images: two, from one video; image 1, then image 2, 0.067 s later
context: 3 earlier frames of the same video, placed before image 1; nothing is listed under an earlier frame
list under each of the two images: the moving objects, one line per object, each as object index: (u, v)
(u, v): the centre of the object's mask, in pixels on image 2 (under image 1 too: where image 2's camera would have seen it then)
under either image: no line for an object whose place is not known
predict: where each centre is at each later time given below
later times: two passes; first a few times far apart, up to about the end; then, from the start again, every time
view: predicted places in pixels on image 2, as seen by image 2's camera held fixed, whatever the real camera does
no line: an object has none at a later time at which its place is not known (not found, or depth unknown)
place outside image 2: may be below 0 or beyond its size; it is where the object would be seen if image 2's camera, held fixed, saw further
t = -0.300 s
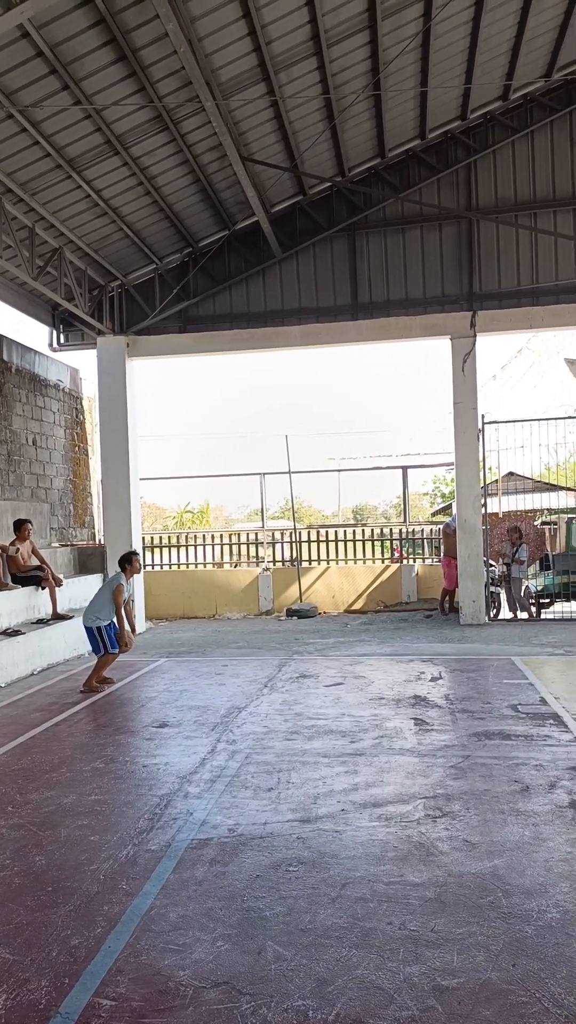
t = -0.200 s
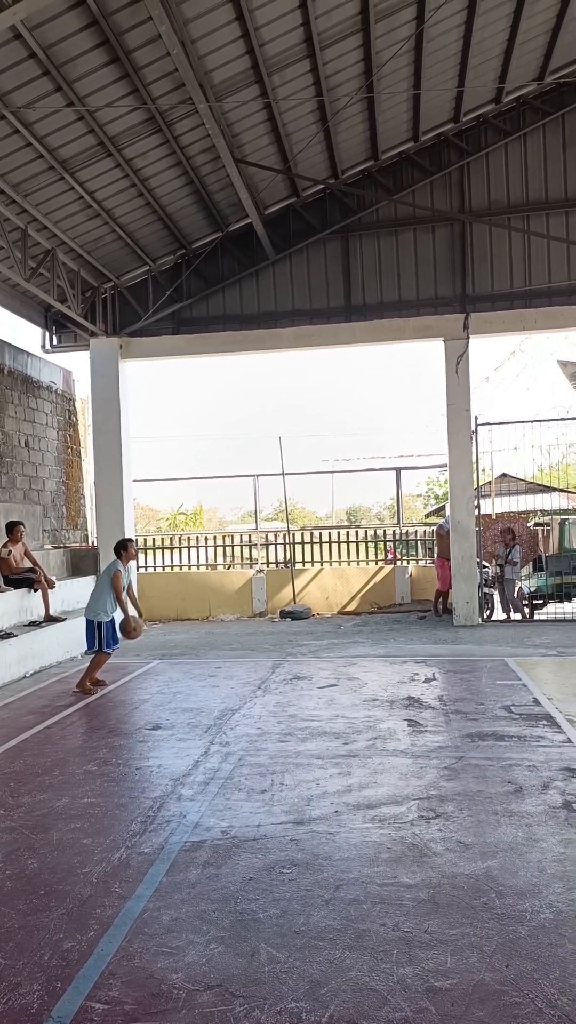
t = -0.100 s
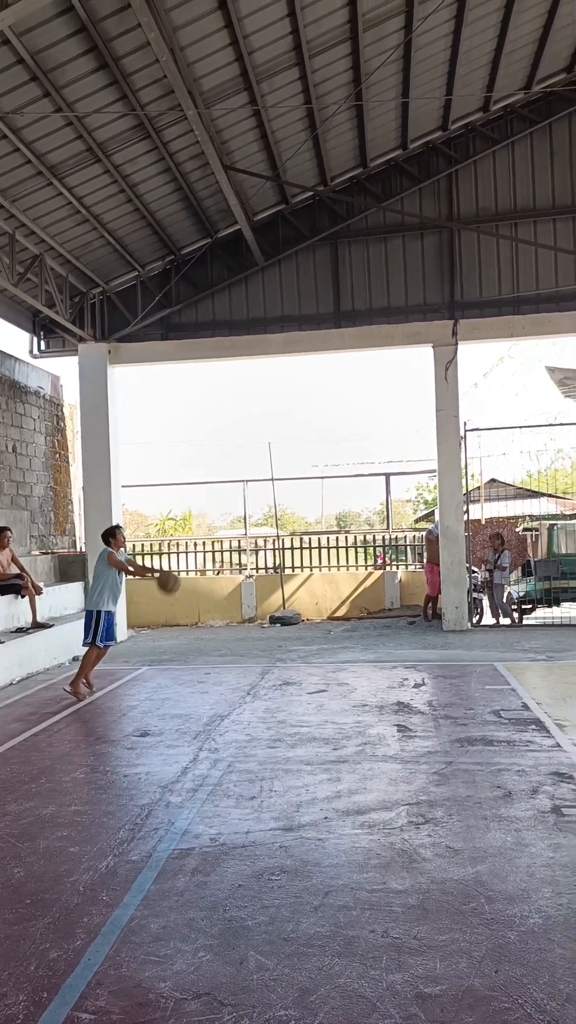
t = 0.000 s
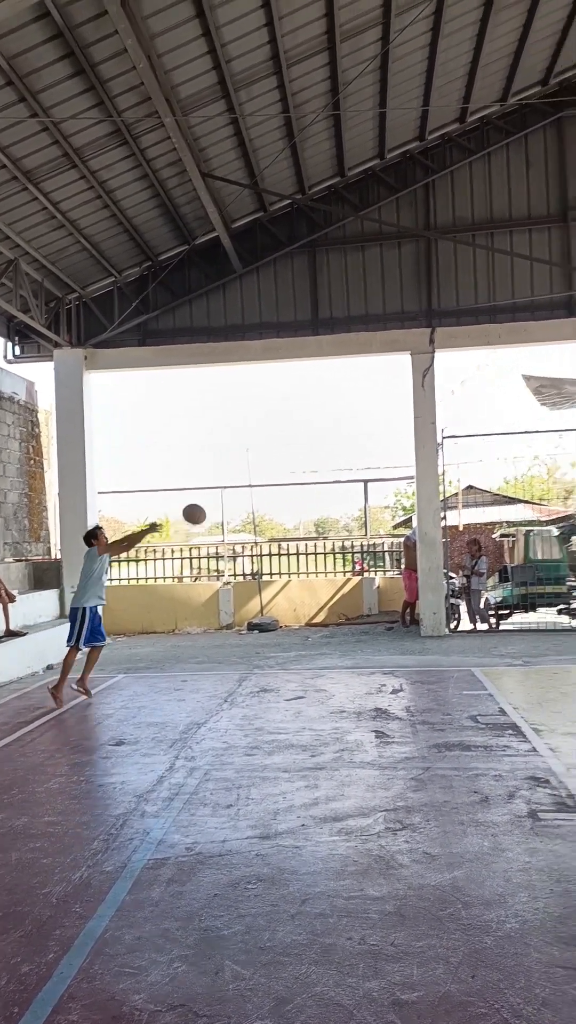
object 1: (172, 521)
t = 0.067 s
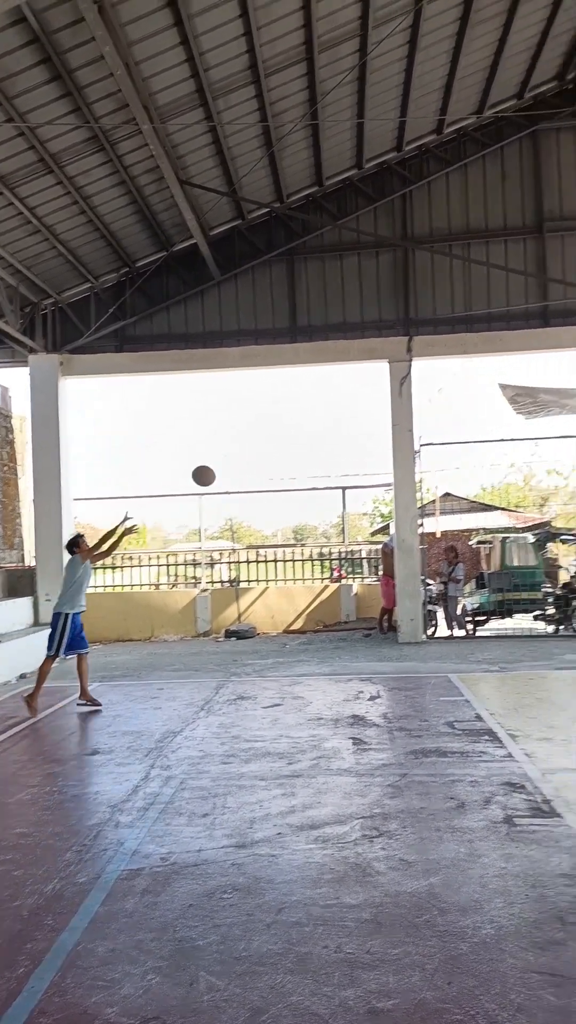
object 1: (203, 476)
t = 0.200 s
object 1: (267, 399)
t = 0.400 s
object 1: (364, 319)
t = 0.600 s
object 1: (460, 280)
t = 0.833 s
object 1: (575, 286)
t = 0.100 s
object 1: (219, 455)
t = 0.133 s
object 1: (236, 435)
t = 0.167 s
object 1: (251, 416)
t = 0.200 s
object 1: (267, 399)
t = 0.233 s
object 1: (283, 383)
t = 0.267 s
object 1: (299, 367)
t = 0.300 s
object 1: (315, 353)
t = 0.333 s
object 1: (331, 340)
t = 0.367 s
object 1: (348, 329)
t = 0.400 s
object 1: (364, 319)
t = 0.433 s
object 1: (379, 309)
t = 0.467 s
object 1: (396, 301)
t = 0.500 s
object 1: (412, 293)
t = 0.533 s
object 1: (428, 288)
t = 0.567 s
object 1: (445, 282)
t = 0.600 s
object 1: (460, 280)
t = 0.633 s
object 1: (477, 276)
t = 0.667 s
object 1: (493, 275)
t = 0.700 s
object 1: (510, 274)
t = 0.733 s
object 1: (526, 275)
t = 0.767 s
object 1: (541, 279)
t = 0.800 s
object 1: (558, 282)
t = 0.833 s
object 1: (575, 286)
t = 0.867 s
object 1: (592, 291)
